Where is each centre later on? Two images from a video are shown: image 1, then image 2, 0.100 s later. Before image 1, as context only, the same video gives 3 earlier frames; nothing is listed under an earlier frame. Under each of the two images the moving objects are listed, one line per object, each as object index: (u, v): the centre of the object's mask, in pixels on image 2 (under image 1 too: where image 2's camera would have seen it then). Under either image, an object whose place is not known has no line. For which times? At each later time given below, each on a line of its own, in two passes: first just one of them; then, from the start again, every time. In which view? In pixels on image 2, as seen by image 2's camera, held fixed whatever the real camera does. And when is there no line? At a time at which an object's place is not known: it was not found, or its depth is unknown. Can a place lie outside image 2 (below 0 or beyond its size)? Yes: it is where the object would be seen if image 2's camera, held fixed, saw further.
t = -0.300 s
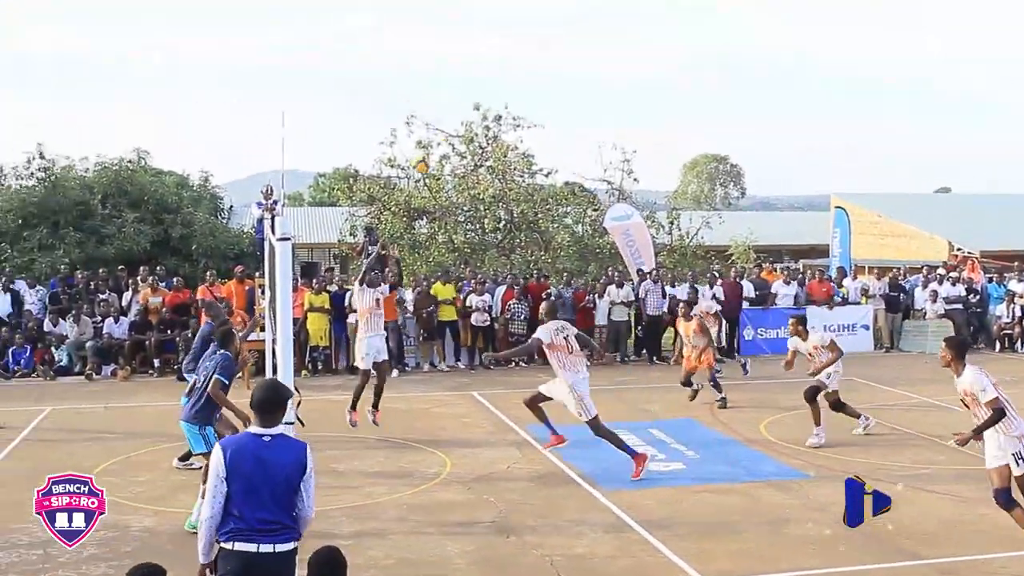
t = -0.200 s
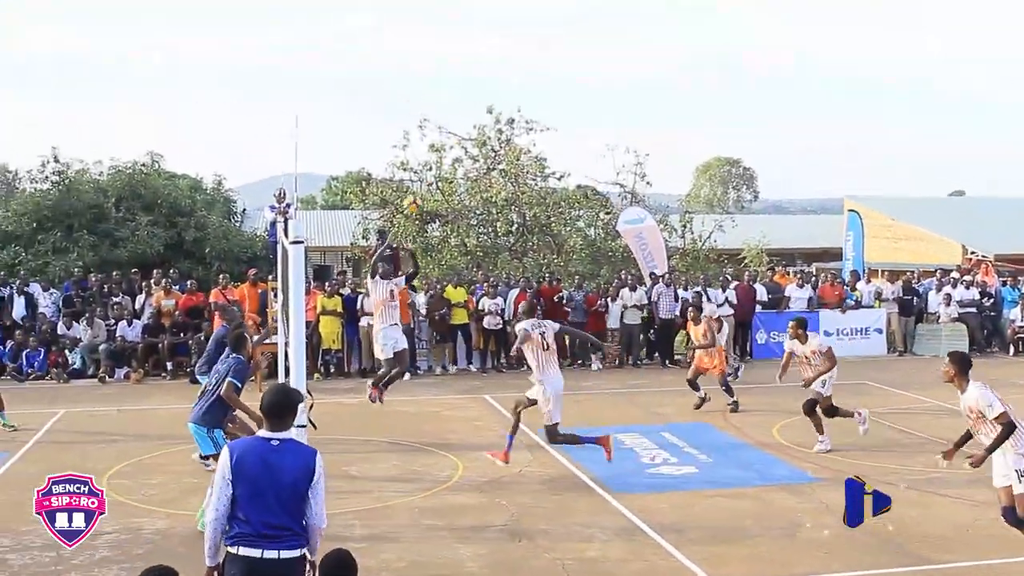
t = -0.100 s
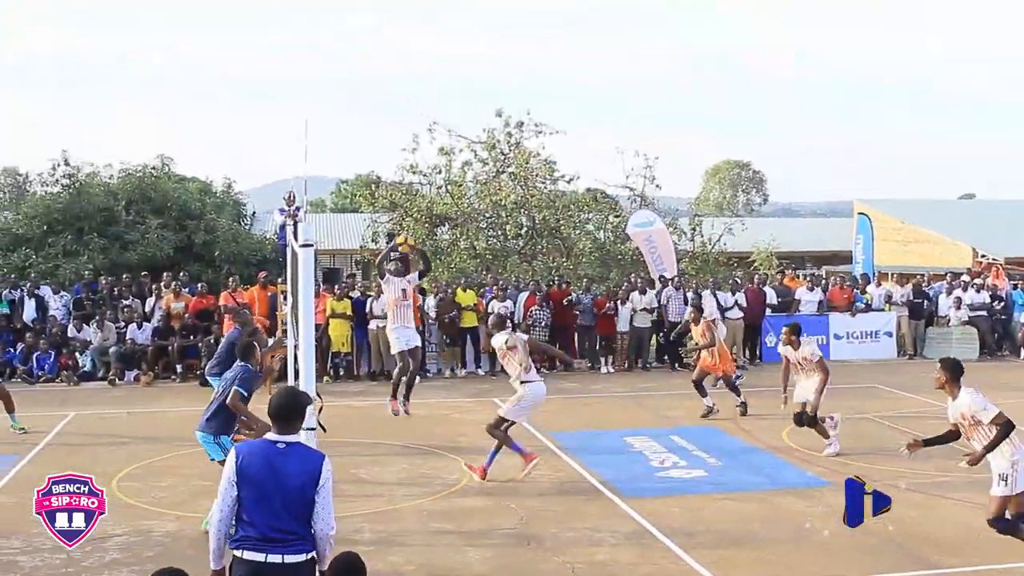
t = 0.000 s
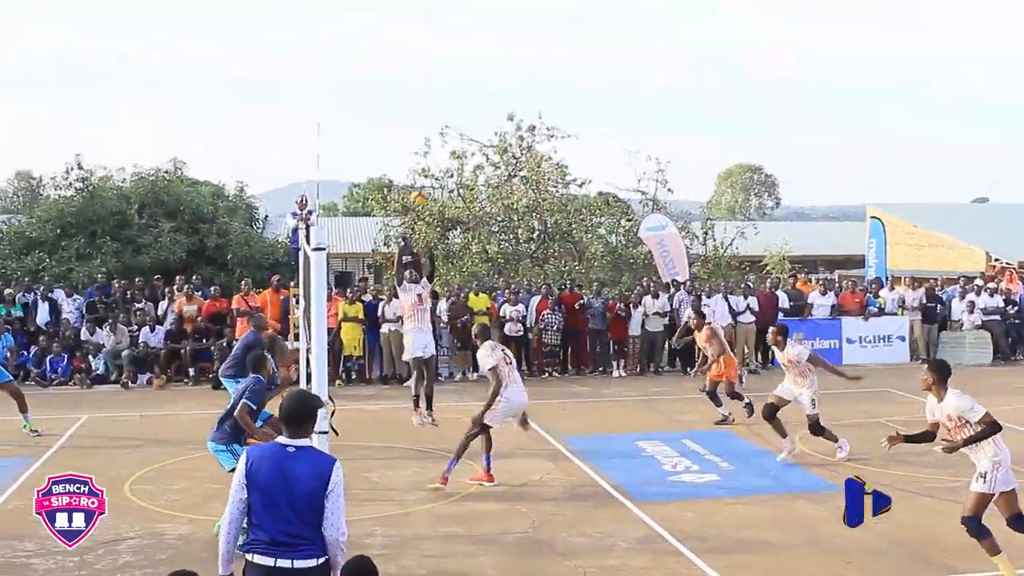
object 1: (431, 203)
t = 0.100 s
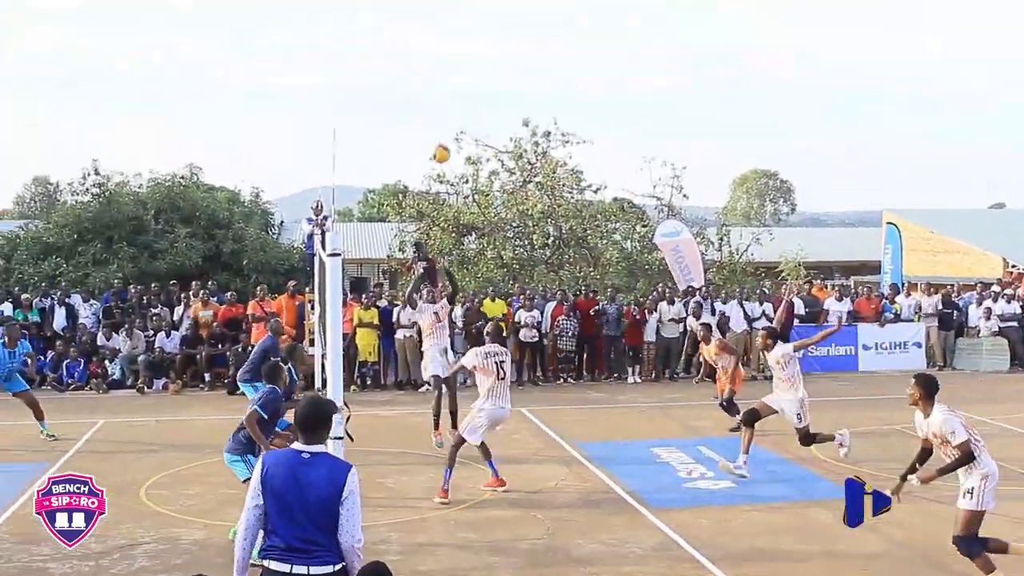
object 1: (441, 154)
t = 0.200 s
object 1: (447, 108)
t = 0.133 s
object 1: (443, 138)
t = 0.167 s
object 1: (445, 123)
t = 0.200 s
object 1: (447, 108)
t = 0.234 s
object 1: (449, 94)
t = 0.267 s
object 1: (451, 81)
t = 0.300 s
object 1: (453, 69)
